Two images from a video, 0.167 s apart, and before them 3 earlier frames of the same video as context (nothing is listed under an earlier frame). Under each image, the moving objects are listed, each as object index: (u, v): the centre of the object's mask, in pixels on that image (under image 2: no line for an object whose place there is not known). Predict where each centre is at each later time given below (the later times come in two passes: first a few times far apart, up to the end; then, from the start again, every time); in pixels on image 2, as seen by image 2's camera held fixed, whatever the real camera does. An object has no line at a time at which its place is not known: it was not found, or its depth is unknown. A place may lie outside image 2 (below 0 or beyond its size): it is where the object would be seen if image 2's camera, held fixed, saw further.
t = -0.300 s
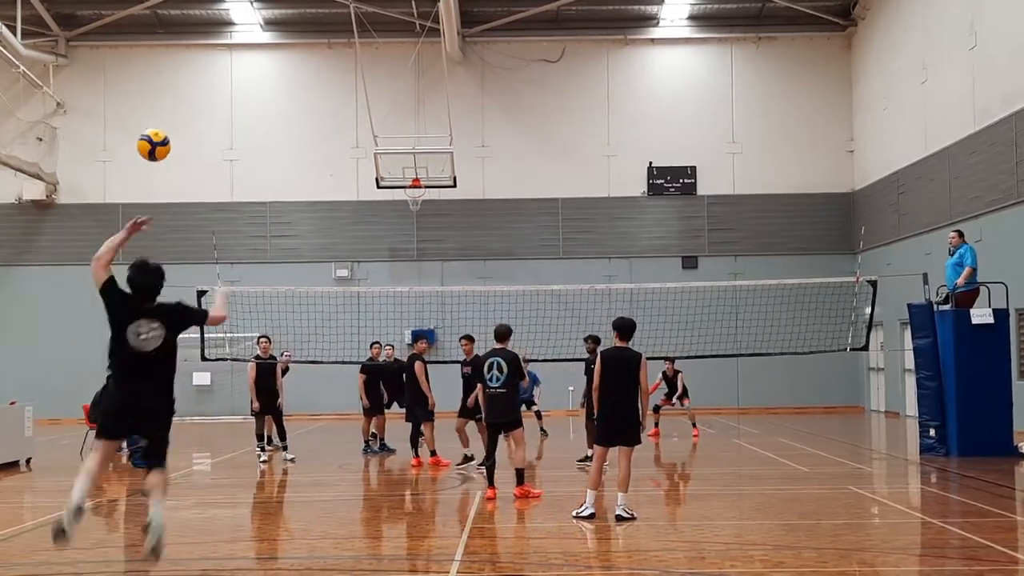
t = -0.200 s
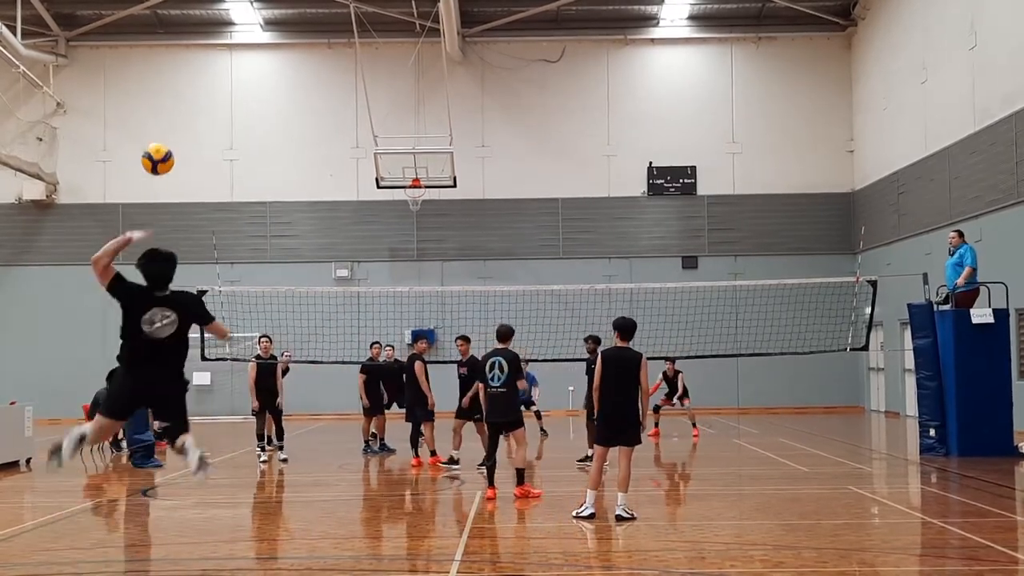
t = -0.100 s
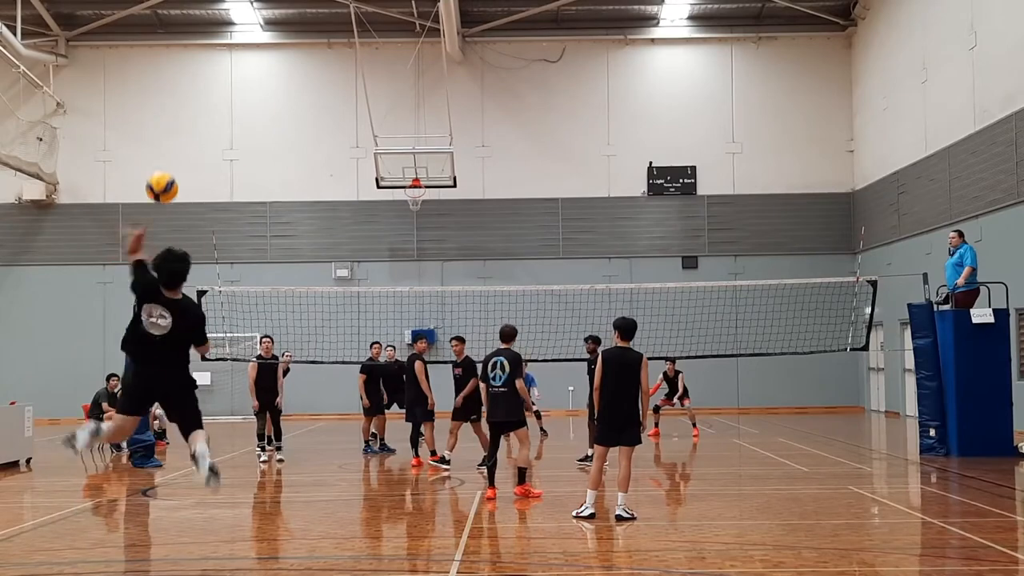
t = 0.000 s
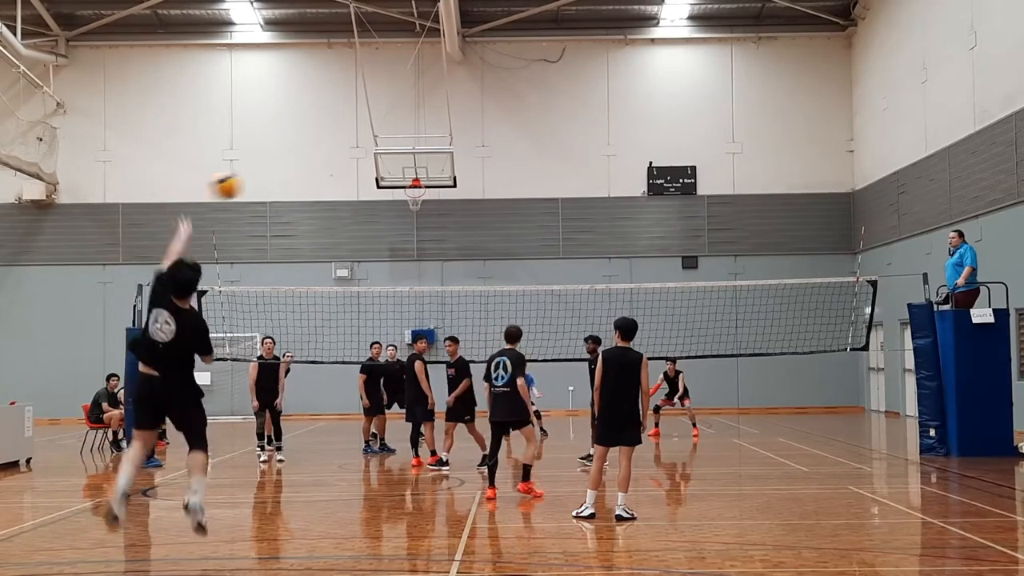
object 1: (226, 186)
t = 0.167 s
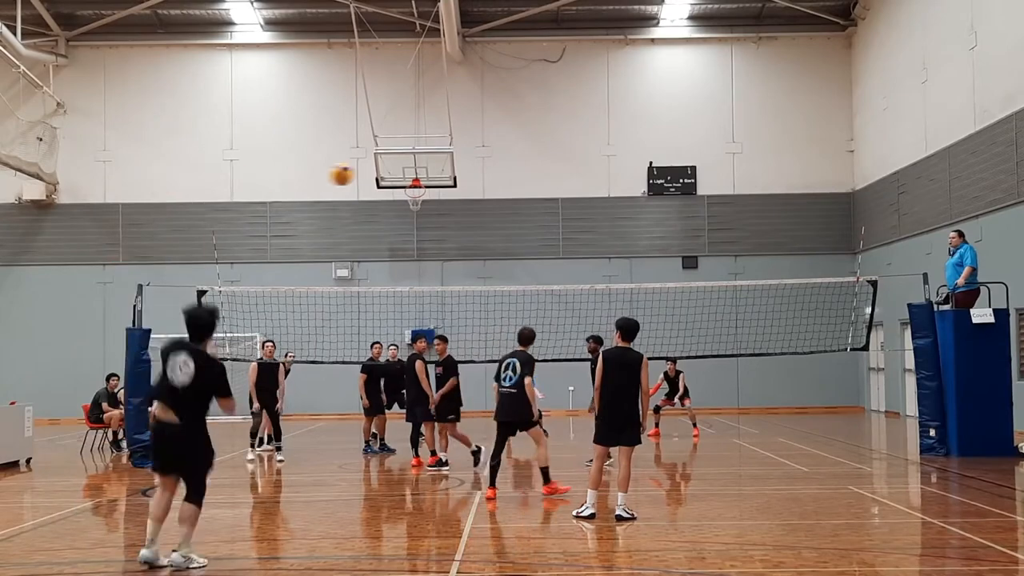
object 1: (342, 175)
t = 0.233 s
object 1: (375, 179)
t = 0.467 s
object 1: (458, 221)
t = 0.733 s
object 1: (525, 304)
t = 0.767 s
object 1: (532, 316)
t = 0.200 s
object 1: (359, 176)
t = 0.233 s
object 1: (375, 179)
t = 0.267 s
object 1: (388, 181)
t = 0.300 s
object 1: (402, 187)
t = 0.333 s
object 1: (415, 192)
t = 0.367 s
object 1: (427, 200)
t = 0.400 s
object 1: (439, 206)
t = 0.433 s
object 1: (449, 213)
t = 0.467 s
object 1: (458, 221)
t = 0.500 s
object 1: (468, 230)
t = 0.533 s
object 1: (477, 239)
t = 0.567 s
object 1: (485, 249)
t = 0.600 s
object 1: (494, 260)
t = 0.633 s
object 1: (502, 270)
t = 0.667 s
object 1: (509, 280)
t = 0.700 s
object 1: (518, 294)
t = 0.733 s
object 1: (525, 304)
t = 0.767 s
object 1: (532, 316)
